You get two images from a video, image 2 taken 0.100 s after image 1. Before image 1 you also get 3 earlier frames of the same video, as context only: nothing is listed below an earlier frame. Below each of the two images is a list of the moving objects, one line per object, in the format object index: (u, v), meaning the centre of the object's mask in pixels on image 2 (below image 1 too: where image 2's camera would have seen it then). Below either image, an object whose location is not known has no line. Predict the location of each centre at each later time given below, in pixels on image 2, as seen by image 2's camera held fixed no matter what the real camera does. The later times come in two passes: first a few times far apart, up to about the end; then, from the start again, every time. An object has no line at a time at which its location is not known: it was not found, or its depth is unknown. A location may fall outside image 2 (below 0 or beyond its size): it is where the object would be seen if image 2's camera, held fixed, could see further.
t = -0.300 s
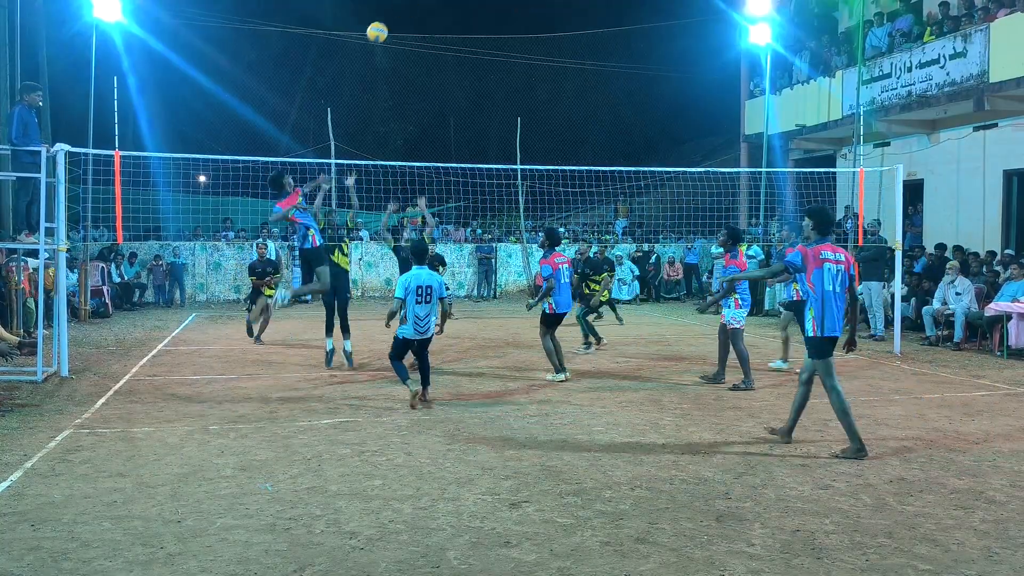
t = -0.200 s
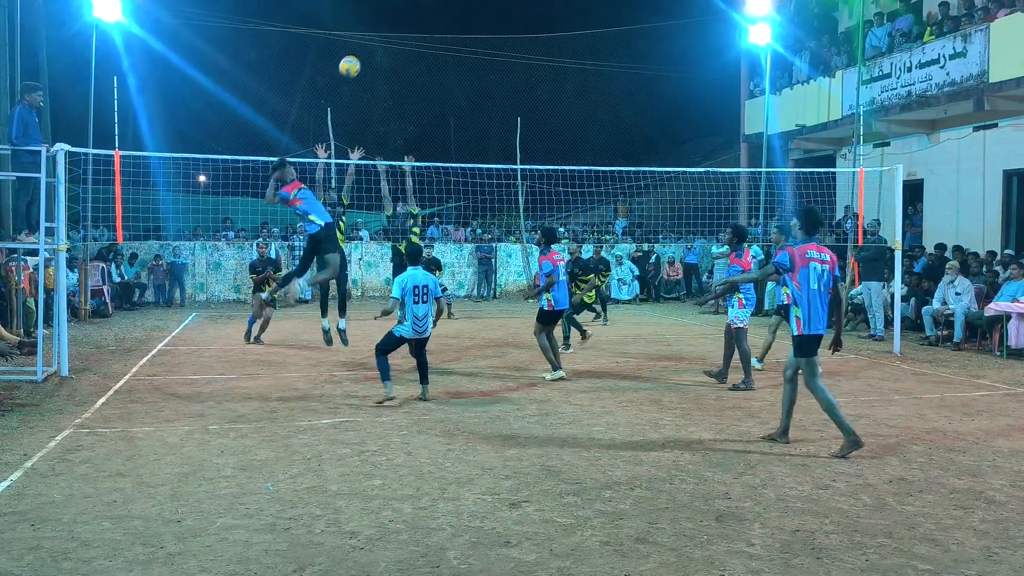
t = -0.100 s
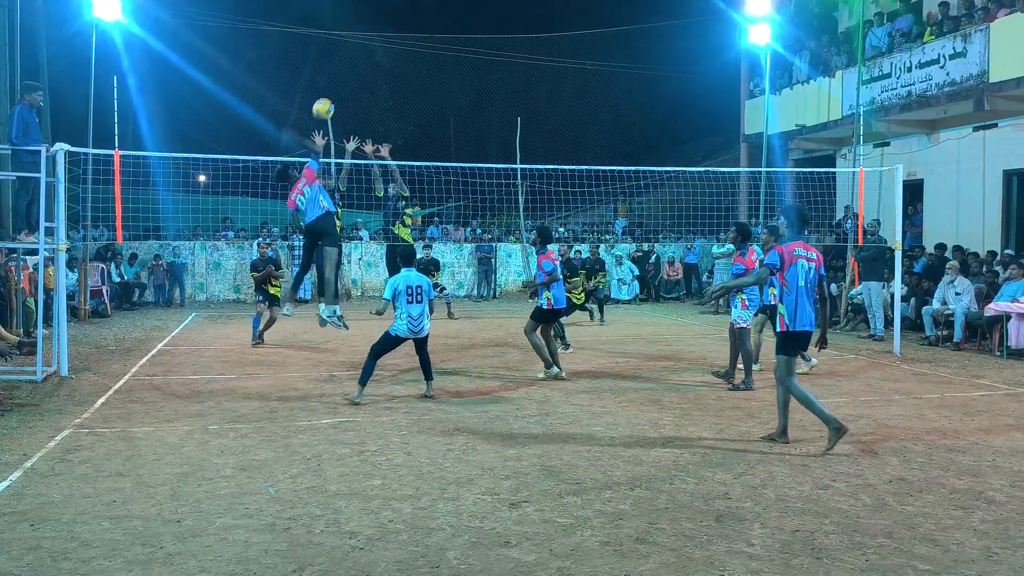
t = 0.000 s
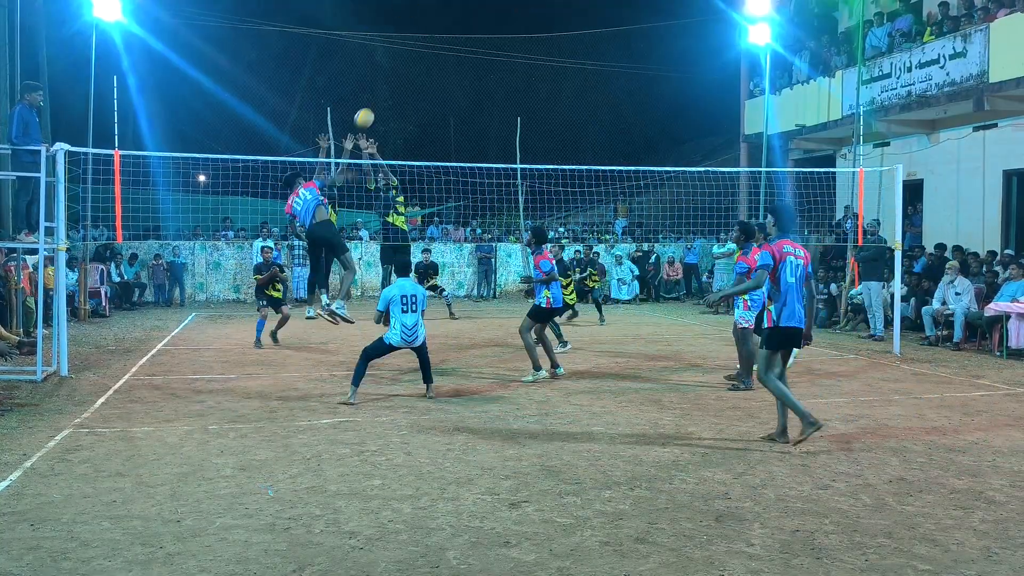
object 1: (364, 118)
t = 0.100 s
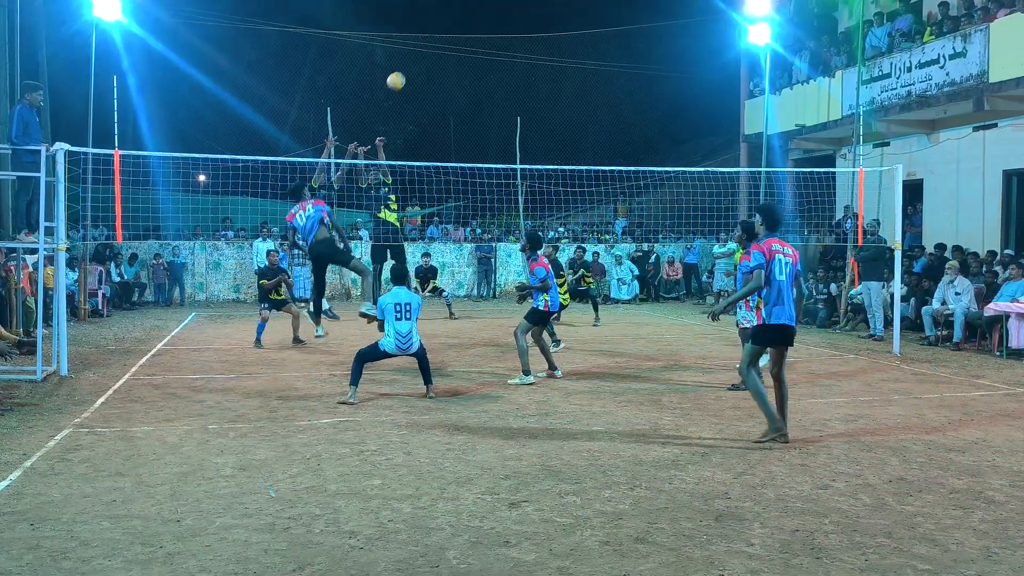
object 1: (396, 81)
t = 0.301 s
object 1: (448, 45)
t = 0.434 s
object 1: (477, 43)
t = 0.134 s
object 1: (406, 71)
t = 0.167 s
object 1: (415, 64)
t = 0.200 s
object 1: (423, 58)
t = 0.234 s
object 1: (432, 52)
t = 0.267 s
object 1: (441, 49)
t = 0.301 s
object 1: (448, 45)
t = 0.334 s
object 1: (456, 44)
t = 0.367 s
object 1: (463, 43)
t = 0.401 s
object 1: (470, 43)
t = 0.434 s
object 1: (477, 43)
